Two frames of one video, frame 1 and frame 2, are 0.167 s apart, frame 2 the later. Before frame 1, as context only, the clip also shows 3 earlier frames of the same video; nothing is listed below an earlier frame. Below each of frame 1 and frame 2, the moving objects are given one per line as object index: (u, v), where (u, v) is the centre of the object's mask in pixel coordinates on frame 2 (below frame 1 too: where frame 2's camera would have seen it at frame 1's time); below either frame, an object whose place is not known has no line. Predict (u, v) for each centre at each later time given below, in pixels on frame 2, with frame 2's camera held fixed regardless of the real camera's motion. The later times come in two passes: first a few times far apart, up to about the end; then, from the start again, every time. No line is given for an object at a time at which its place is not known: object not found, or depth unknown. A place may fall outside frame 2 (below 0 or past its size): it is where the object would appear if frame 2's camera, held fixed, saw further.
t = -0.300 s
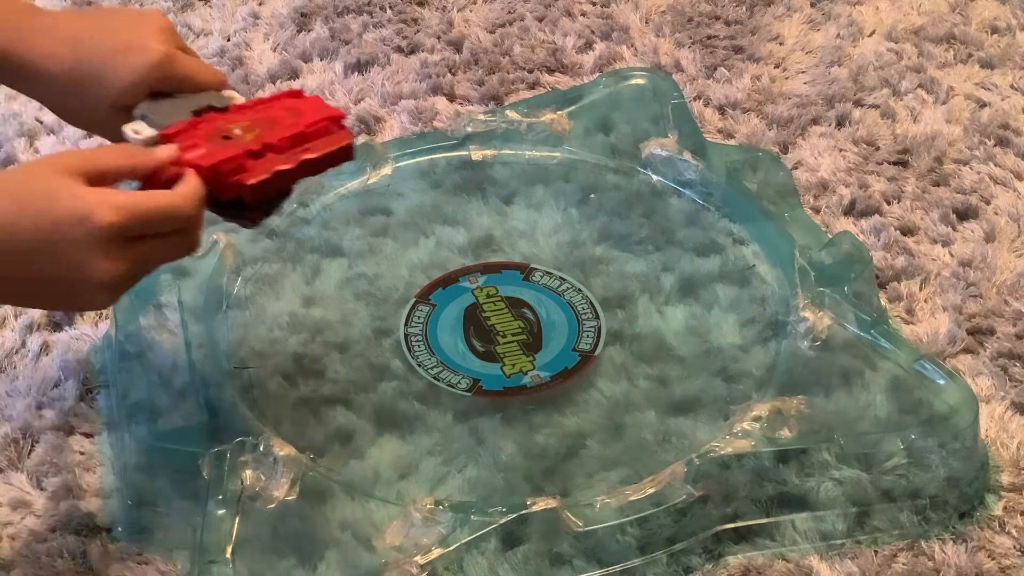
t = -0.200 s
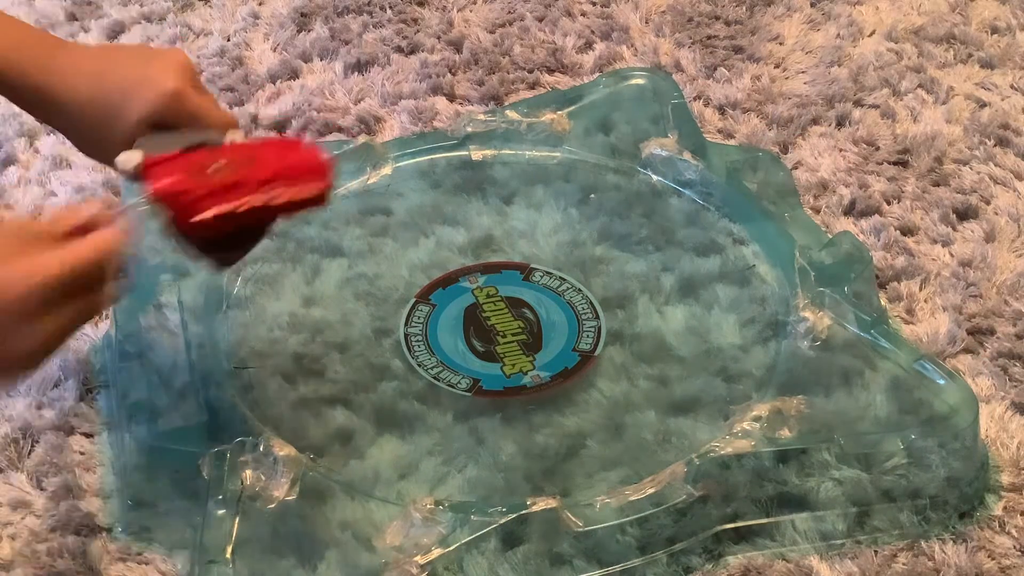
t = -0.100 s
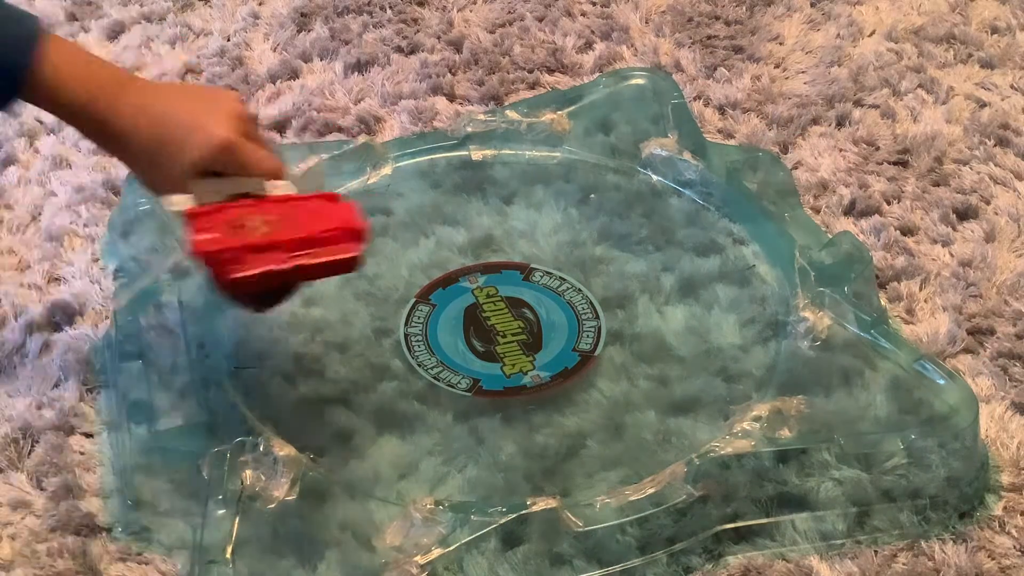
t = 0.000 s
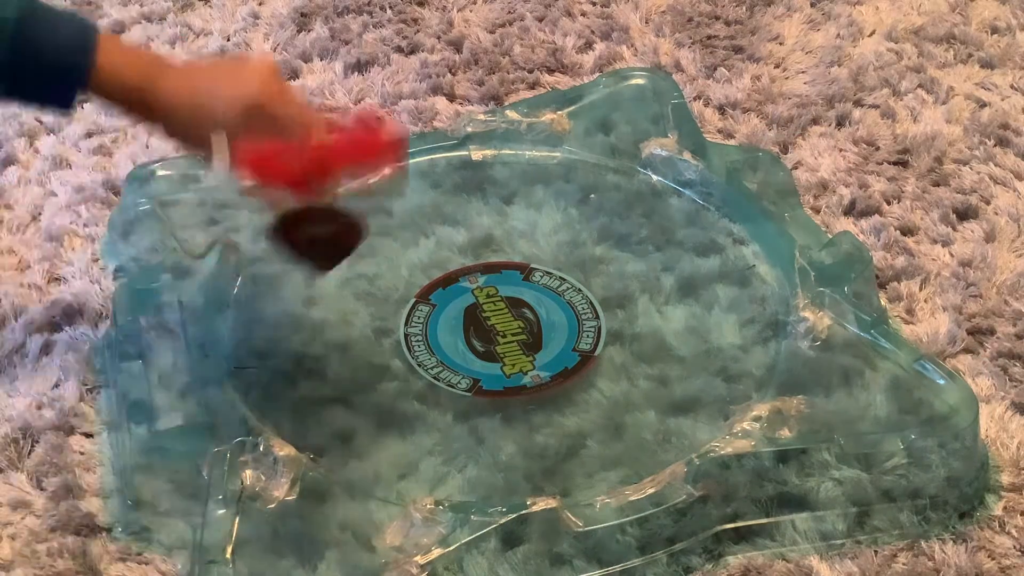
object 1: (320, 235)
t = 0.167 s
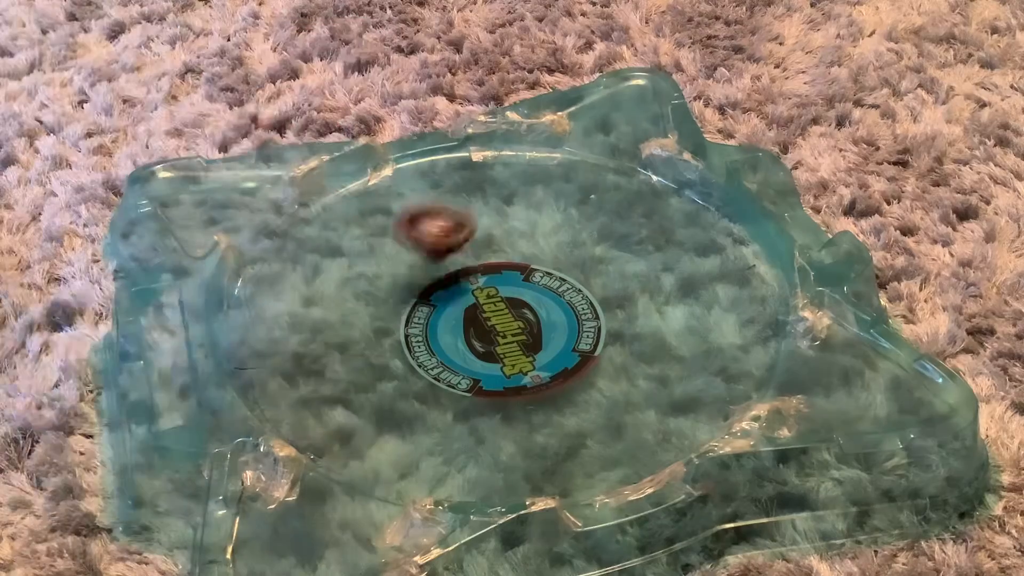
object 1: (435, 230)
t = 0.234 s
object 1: (470, 212)
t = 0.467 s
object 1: (531, 155)
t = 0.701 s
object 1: (501, 149)
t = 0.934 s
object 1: (428, 192)
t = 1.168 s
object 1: (382, 267)
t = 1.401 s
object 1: (423, 339)
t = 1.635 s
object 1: (556, 341)
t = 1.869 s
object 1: (642, 248)
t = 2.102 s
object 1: (604, 172)
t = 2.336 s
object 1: (520, 151)
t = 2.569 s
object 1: (447, 178)
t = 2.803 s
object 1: (401, 262)
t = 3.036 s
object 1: (465, 370)
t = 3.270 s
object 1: (642, 385)
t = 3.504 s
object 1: (742, 318)
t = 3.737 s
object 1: (729, 246)
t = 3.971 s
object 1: (653, 205)
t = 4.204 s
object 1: (510, 205)
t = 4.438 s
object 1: (353, 263)
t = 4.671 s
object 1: (289, 355)
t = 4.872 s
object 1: (339, 419)
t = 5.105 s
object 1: (494, 412)
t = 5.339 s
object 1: (604, 330)
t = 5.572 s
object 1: (577, 222)
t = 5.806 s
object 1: (460, 175)
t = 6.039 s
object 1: (354, 191)
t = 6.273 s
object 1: (302, 247)
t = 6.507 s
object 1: (340, 315)
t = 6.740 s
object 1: (482, 360)
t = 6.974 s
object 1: (612, 300)
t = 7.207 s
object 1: (597, 219)
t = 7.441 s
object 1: (502, 195)
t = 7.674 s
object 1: (411, 242)
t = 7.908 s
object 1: (404, 330)
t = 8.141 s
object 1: (526, 371)
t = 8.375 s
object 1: (622, 308)
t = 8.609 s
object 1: (563, 242)
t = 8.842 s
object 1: (453, 244)
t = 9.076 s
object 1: (389, 294)
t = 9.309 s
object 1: (434, 358)
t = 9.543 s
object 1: (539, 331)
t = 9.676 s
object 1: (548, 300)
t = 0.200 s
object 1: (452, 216)
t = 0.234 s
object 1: (470, 212)
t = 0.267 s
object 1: (483, 197)
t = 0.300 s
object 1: (497, 190)
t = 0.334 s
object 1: (508, 180)
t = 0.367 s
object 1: (516, 172)
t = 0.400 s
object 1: (523, 165)
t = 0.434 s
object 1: (528, 159)
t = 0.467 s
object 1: (531, 155)
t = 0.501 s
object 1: (532, 150)
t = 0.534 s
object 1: (532, 147)
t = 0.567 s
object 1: (531, 144)
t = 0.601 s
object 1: (527, 142)
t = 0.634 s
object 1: (519, 144)
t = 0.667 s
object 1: (510, 147)
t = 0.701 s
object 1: (501, 149)
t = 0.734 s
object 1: (491, 154)
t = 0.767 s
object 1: (481, 159)
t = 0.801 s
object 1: (470, 164)
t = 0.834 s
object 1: (460, 170)
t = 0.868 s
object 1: (449, 177)
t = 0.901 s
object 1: (439, 184)
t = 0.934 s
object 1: (428, 192)
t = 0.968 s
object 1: (420, 201)
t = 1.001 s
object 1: (411, 211)
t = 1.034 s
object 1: (402, 222)
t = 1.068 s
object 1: (395, 233)
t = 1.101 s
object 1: (389, 244)
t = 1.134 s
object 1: (385, 256)
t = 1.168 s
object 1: (382, 267)
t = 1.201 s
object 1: (381, 279)
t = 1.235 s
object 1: (382, 290)
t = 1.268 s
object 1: (385, 301)
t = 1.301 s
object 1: (391, 311)
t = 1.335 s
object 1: (399, 322)
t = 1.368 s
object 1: (409, 330)
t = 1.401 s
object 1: (423, 339)
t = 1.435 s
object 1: (438, 345)
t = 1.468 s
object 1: (454, 350)
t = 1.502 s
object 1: (472, 355)
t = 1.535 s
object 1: (492, 352)
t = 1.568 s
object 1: (512, 351)
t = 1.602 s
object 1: (532, 345)
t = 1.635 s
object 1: (556, 341)
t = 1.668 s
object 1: (575, 332)
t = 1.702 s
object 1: (593, 320)
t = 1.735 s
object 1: (610, 307)
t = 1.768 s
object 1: (623, 293)
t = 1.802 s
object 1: (632, 278)
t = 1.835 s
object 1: (639, 263)
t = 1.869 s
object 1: (642, 248)
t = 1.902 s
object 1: (643, 234)
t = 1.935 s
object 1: (641, 221)
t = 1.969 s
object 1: (638, 209)
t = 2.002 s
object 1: (632, 198)
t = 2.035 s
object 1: (624, 188)
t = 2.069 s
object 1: (615, 180)
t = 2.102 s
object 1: (604, 172)
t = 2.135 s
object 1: (593, 166)
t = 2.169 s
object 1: (582, 161)
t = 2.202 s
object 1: (570, 157)
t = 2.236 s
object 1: (557, 154)
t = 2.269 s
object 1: (545, 151)
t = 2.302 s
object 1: (532, 150)
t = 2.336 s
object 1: (520, 151)
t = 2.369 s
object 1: (508, 151)
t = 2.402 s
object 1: (497, 153)
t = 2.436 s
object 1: (487, 155)
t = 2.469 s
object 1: (476, 160)
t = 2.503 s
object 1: (465, 166)
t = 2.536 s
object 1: (456, 172)
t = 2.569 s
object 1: (447, 178)
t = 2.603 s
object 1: (438, 186)
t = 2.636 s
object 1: (429, 195)
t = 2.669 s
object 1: (422, 206)
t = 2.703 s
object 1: (415, 218)
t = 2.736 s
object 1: (408, 231)
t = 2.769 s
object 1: (404, 246)
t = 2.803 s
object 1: (401, 262)
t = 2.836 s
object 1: (400, 278)
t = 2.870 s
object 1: (402, 295)
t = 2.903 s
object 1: (407, 313)
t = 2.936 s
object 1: (416, 329)
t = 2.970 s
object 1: (429, 346)
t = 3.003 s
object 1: (445, 358)
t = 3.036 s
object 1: (465, 370)
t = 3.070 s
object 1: (489, 379)
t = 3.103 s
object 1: (514, 386)
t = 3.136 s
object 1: (540, 390)
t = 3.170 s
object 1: (565, 391)
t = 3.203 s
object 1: (592, 391)
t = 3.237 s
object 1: (616, 389)
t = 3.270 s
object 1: (642, 385)
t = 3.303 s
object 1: (664, 380)
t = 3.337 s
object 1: (684, 373)
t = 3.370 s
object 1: (701, 364)
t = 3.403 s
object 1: (716, 353)
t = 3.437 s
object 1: (728, 342)
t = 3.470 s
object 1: (736, 330)
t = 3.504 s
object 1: (742, 318)
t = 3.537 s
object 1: (746, 306)
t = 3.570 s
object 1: (747, 295)
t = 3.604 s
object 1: (745, 284)
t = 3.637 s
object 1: (743, 273)
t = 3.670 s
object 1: (740, 264)
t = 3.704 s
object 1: (735, 254)
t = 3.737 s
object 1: (729, 246)
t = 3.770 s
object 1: (721, 238)
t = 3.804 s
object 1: (713, 231)
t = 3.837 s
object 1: (704, 224)
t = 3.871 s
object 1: (693, 218)
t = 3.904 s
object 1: (682, 213)
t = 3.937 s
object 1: (668, 208)
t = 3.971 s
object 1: (653, 205)
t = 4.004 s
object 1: (637, 202)
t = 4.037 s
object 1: (620, 200)
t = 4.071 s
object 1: (601, 199)
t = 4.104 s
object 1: (580, 199)
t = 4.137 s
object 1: (558, 200)
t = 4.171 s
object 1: (534, 202)
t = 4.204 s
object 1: (510, 205)
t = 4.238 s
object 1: (485, 209)
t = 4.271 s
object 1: (461, 215)
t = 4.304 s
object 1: (437, 222)
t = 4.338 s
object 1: (414, 231)
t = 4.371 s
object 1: (391, 240)
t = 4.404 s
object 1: (371, 251)
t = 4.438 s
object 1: (353, 263)
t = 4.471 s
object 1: (337, 275)
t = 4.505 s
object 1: (324, 287)
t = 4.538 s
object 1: (312, 301)
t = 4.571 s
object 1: (303, 314)
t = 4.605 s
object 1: (296, 328)
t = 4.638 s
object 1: (291, 343)
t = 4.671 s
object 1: (289, 355)
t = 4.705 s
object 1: (289, 368)
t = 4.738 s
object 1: (292, 381)
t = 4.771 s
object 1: (296, 393)
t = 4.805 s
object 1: (305, 404)
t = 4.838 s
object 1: (321, 413)
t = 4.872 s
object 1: (339, 419)
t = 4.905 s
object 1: (360, 423)
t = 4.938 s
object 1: (383, 425)
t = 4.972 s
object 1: (406, 425)
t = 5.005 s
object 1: (428, 424)
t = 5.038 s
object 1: (450, 421)
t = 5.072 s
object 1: (472, 417)
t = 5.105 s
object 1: (494, 412)
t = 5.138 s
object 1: (514, 404)
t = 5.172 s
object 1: (533, 396)
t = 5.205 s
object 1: (550, 385)
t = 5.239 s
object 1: (566, 374)
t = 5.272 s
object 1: (581, 361)
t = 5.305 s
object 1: (593, 346)
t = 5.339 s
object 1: (604, 330)
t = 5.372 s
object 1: (612, 312)
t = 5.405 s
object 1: (614, 296)
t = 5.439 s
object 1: (613, 280)
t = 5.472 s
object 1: (607, 263)
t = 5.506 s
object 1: (599, 248)
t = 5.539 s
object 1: (588, 234)
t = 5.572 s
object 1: (577, 222)
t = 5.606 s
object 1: (562, 210)
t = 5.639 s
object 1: (546, 200)
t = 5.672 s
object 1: (530, 193)
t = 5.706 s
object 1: (513, 185)
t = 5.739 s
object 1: (495, 182)
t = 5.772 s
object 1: (478, 177)
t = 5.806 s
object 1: (460, 175)
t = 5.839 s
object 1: (444, 174)
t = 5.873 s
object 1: (427, 174)
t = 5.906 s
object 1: (412, 175)
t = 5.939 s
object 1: (396, 178)
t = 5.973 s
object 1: (381, 182)
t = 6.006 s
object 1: (366, 187)
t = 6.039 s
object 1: (354, 191)
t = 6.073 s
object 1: (341, 197)
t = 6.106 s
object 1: (331, 203)
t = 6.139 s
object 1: (322, 210)
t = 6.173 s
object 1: (315, 218)
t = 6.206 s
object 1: (308, 227)
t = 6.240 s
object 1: (304, 237)
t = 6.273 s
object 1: (302, 247)
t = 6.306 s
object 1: (302, 256)
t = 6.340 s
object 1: (303, 266)
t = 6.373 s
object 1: (306, 276)
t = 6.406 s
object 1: (311, 286)
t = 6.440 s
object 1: (319, 296)
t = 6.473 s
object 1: (328, 306)
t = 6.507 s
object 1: (340, 315)
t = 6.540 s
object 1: (354, 324)
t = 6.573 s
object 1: (371, 332)
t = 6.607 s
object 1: (389, 340)
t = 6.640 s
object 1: (411, 348)
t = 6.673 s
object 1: (434, 354)
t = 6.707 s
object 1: (457, 356)
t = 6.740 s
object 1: (482, 360)
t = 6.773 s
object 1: (507, 357)
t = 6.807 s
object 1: (529, 352)
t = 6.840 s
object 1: (553, 346)
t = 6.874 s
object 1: (570, 336)
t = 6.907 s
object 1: (587, 325)
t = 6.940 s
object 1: (601, 313)
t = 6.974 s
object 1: (612, 300)
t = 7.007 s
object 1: (619, 286)
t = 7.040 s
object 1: (622, 273)
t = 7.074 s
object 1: (622, 260)
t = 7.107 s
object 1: (619, 247)
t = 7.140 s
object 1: (614, 236)
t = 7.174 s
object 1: (607, 227)
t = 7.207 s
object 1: (597, 219)
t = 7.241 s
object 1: (587, 212)
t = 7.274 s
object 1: (574, 206)
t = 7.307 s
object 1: (560, 201)
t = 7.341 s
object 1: (546, 197)
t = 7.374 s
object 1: (532, 194)
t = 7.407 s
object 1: (517, 194)
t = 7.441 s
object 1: (502, 195)
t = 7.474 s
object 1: (487, 198)
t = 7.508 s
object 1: (473, 202)
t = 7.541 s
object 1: (459, 207)
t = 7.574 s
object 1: (445, 214)
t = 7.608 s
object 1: (433, 222)
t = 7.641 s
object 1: (421, 232)
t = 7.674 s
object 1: (411, 242)
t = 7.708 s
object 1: (403, 253)
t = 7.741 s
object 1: (397, 265)
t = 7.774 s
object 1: (393, 277)
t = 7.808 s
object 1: (391, 290)
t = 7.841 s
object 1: (393, 303)
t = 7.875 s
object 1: (397, 317)
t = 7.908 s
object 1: (404, 330)
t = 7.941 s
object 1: (414, 343)
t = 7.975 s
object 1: (428, 354)
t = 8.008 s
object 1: (445, 362)
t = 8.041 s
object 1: (463, 369)
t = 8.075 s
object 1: (484, 373)
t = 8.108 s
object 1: (505, 372)
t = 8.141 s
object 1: (526, 371)
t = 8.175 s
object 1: (548, 367)
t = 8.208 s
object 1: (567, 362)
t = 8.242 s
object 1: (585, 353)
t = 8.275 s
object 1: (599, 344)
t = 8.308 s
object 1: (610, 333)
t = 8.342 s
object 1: (618, 321)
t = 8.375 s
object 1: (622, 308)
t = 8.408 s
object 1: (622, 296)
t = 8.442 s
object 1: (619, 284)
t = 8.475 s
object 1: (612, 275)
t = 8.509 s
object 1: (603, 264)
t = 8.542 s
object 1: (591, 256)
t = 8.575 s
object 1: (578, 249)
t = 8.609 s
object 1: (563, 242)
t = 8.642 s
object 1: (547, 238)
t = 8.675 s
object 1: (531, 235)
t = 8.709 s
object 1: (514, 234)
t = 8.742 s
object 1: (498, 234)
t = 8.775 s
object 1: (483, 236)
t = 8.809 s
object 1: (468, 239)
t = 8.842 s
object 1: (453, 244)
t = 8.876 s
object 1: (439, 249)
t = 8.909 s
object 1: (427, 254)
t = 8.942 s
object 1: (417, 262)
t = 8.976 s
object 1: (407, 268)
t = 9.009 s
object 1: (400, 276)
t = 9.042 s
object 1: (394, 284)
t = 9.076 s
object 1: (389, 294)
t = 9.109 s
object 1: (387, 304)
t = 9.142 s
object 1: (388, 313)
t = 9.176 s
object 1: (390, 324)
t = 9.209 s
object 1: (397, 334)
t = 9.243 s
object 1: (406, 343)
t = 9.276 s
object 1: (420, 353)
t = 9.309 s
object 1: (434, 358)
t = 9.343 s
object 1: (452, 359)
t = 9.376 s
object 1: (468, 359)
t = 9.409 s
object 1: (488, 361)
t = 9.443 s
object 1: (504, 358)
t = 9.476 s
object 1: (519, 349)
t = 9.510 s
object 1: (529, 339)
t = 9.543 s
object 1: (539, 331)
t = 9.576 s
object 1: (546, 325)
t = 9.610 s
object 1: (549, 317)
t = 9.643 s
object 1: (550, 310)
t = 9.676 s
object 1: (548, 300)
